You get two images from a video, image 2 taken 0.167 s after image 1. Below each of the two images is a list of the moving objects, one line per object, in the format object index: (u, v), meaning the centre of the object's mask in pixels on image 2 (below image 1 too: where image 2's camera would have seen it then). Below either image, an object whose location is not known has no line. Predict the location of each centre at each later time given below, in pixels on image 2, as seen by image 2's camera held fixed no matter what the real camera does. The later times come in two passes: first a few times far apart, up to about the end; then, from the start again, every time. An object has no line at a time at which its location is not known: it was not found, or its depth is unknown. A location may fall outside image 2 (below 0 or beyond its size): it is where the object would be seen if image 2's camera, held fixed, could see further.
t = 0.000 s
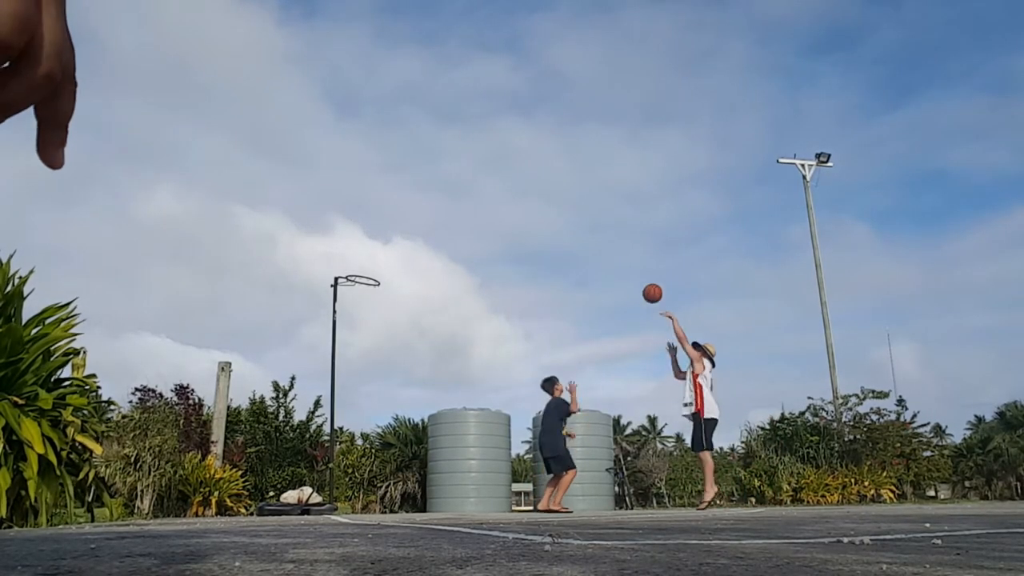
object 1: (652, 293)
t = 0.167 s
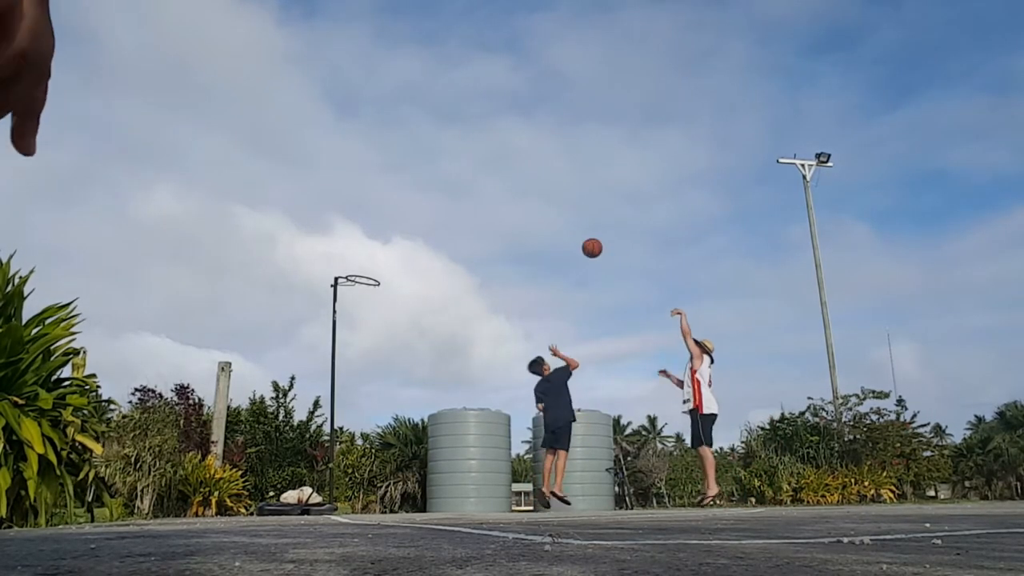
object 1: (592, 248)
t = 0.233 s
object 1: (567, 235)
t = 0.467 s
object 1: (478, 218)
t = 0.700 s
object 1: (379, 248)
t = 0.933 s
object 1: (299, 240)
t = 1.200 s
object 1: (202, 252)
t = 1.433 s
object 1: (92, 331)
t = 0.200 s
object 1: (580, 241)
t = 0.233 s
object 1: (567, 235)
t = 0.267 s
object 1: (555, 230)
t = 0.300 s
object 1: (543, 226)
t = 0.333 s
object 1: (530, 223)
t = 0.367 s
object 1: (517, 220)
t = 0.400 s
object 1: (504, 219)
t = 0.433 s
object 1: (491, 218)
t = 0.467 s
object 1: (478, 218)
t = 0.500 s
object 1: (465, 220)
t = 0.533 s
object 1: (451, 222)
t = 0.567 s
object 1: (437, 225)
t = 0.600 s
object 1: (423, 229)
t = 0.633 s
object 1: (409, 234)
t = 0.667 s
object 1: (394, 241)
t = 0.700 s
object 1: (379, 248)
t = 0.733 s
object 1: (364, 256)
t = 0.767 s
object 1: (350, 265)
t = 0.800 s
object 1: (340, 259)
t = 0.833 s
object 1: (330, 253)
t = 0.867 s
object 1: (320, 248)
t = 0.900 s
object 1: (310, 243)
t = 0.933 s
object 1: (299, 240)
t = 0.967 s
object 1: (288, 238)
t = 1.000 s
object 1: (277, 237)
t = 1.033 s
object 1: (265, 237)
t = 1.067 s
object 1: (253, 237)
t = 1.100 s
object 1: (241, 239)
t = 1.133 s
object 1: (229, 242)
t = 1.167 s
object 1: (216, 246)
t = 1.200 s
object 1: (202, 252)
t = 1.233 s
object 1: (188, 259)
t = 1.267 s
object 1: (174, 267)
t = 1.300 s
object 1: (159, 276)
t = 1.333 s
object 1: (143, 288)
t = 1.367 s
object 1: (127, 300)
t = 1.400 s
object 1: (110, 315)
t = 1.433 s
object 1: (92, 331)
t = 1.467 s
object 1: (75, 349)
